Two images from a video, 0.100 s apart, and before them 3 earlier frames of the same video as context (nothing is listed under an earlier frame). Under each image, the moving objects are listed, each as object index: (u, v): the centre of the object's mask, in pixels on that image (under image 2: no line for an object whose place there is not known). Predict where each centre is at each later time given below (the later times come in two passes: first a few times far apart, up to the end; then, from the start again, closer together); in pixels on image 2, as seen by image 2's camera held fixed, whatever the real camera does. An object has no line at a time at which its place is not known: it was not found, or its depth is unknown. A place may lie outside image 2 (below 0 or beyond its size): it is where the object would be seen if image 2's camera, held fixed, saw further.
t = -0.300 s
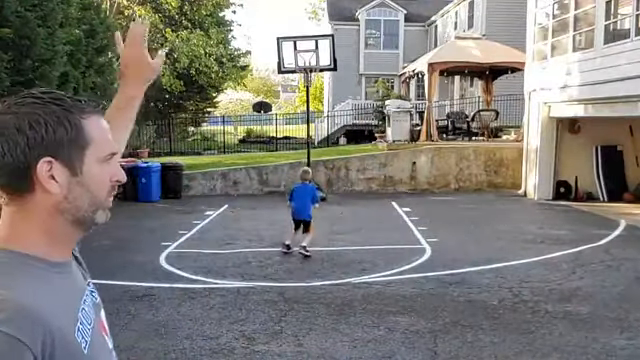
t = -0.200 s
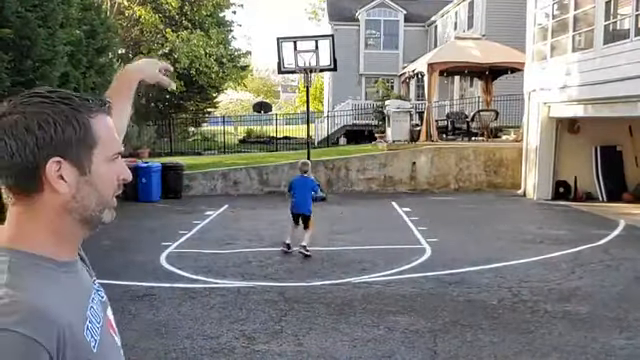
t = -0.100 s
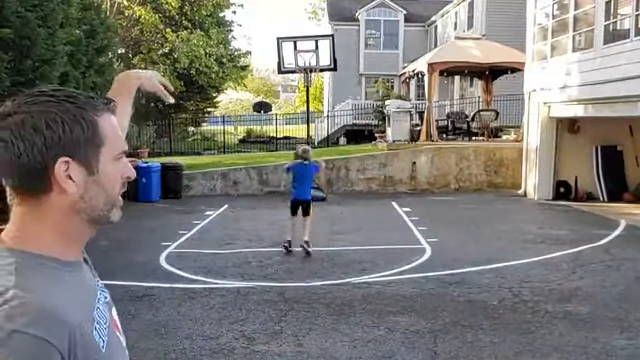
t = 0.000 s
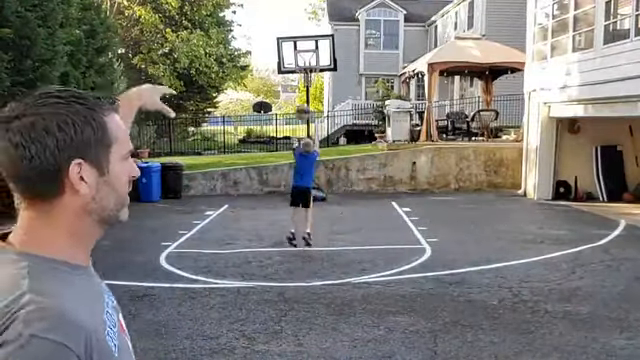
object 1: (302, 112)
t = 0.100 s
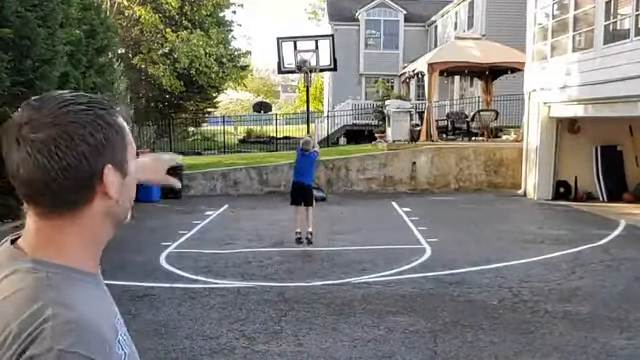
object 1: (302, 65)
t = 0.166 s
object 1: (302, 47)
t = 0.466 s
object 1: (302, 10)
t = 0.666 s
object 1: (301, 14)
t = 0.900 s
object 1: (301, 49)
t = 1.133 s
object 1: (298, 58)
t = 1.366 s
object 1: (293, 63)
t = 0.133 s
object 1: (302, 56)
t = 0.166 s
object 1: (302, 47)
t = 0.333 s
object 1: (302, 19)
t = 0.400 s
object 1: (303, 16)
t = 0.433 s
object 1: (302, 13)
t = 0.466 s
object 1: (302, 10)
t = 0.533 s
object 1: (302, 10)
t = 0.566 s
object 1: (302, 10)
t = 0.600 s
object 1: (302, 11)
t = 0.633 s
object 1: (302, 12)
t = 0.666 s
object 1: (301, 14)
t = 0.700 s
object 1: (301, 20)
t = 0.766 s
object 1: (301, 28)
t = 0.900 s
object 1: (301, 49)
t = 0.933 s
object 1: (301, 56)
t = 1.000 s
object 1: (300, 61)
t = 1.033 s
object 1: (300, 60)
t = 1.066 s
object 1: (300, 58)
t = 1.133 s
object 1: (298, 58)
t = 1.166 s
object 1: (298, 58)
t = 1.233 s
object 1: (297, 59)
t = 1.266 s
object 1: (296, 61)
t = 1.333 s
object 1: (294, 63)
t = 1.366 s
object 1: (293, 63)
